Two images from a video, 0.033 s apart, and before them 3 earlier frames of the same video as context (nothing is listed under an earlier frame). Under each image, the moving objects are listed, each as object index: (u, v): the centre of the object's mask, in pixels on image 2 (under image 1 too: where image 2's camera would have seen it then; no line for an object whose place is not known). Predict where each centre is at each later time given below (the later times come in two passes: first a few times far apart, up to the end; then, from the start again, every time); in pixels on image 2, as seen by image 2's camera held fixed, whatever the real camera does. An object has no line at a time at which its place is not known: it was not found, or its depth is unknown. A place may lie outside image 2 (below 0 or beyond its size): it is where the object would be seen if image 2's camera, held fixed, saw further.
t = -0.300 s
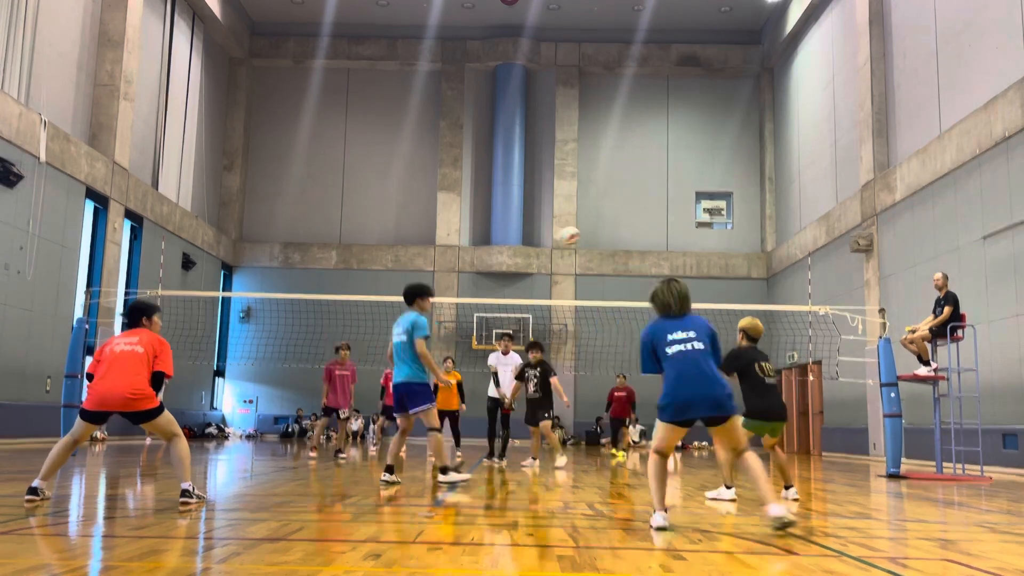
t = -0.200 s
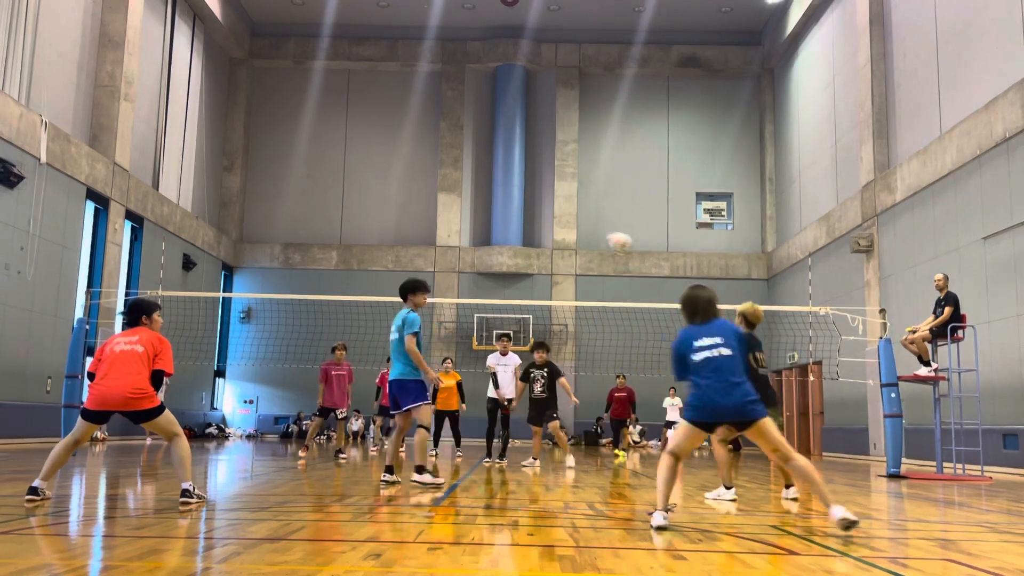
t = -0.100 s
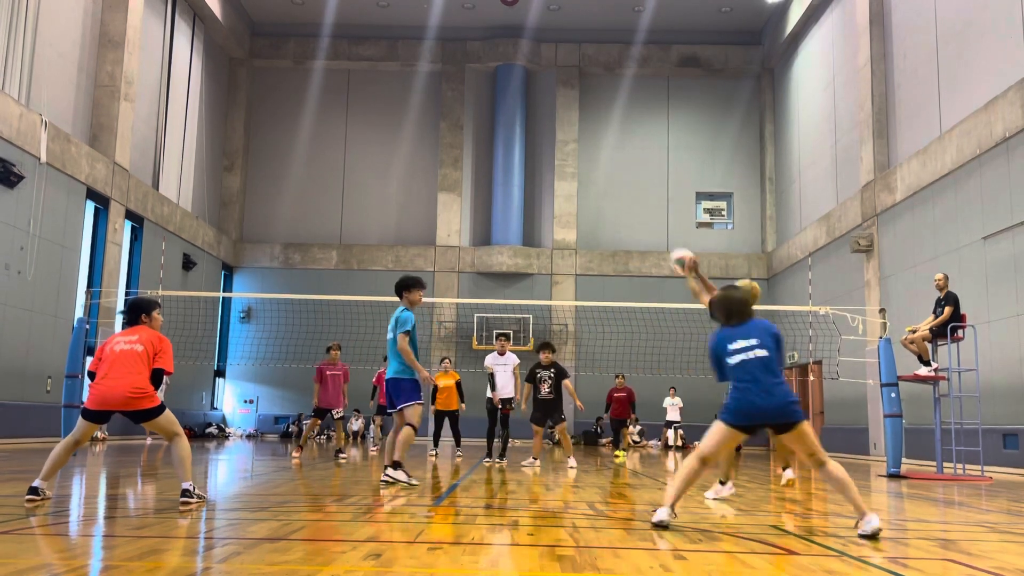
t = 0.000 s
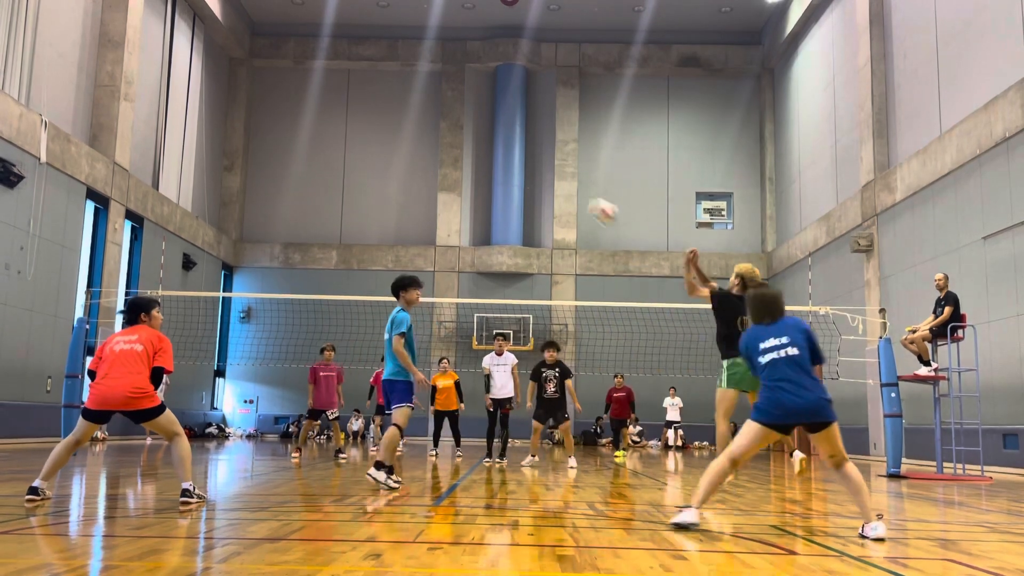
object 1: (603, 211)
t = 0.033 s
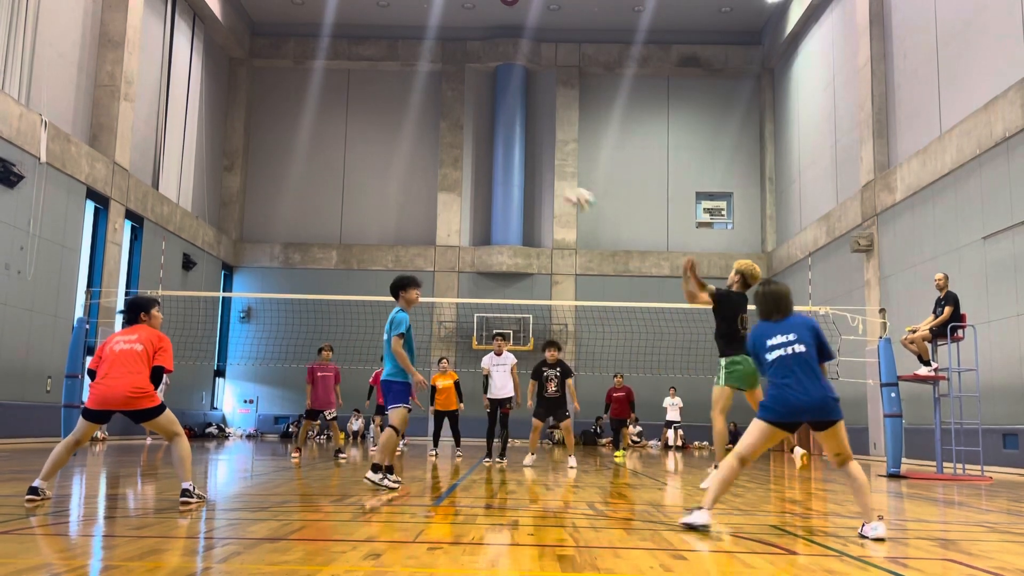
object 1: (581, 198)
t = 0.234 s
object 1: (457, 157)
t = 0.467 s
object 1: (351, 161)
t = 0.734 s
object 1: (256, 212)
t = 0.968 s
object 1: (187, 284)
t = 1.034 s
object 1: (167, 310)
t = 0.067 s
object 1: (555, 187)
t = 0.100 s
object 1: (534, 179)
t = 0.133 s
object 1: (514, 171)
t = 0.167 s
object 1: (494, 165)
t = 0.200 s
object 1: (475, 160)
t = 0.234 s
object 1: (457, 157)
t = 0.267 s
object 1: (441, 155)
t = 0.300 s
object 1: (424, 154)
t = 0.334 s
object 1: (409, 153)
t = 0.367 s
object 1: (394, 154)
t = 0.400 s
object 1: (380, 155)
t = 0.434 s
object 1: (365, 159)
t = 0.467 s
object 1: (351, 161)
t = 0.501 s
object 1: (339, 165)
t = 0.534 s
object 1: (326, 170)
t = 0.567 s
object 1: (313, 176)
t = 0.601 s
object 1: (302, 181)
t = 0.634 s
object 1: (289, 188)
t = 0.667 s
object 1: (278, 195)
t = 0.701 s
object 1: (267, 204)
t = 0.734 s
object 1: (256, 212)
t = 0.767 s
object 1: (246, 221)
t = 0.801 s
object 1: (235, 230)
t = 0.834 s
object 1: (225, 240)
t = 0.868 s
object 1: (215, 250)
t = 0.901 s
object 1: (206, 262)
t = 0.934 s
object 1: (195, 273)
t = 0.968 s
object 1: (187, 284)
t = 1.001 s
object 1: (177, 301)
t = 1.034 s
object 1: (167, 310)
